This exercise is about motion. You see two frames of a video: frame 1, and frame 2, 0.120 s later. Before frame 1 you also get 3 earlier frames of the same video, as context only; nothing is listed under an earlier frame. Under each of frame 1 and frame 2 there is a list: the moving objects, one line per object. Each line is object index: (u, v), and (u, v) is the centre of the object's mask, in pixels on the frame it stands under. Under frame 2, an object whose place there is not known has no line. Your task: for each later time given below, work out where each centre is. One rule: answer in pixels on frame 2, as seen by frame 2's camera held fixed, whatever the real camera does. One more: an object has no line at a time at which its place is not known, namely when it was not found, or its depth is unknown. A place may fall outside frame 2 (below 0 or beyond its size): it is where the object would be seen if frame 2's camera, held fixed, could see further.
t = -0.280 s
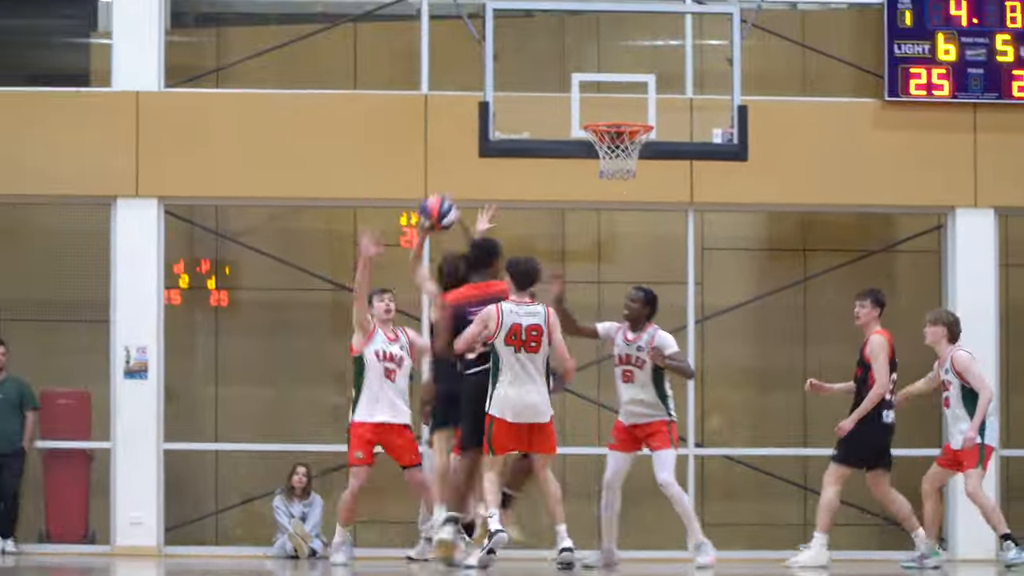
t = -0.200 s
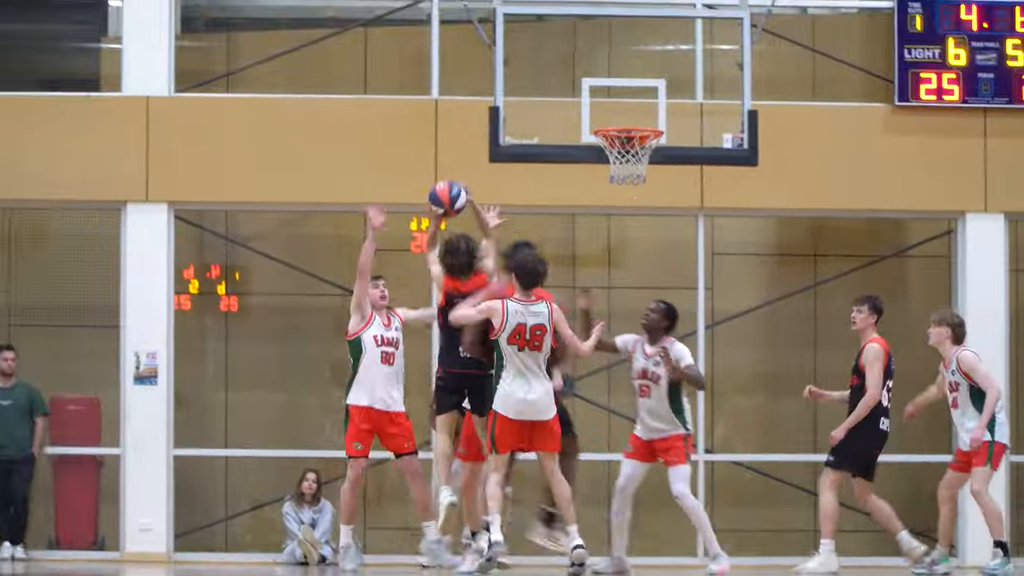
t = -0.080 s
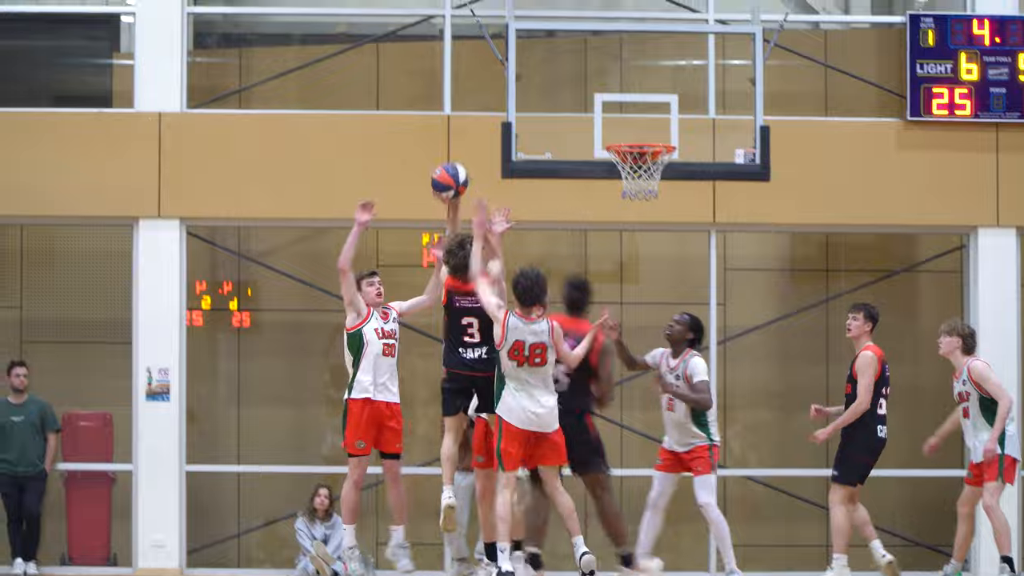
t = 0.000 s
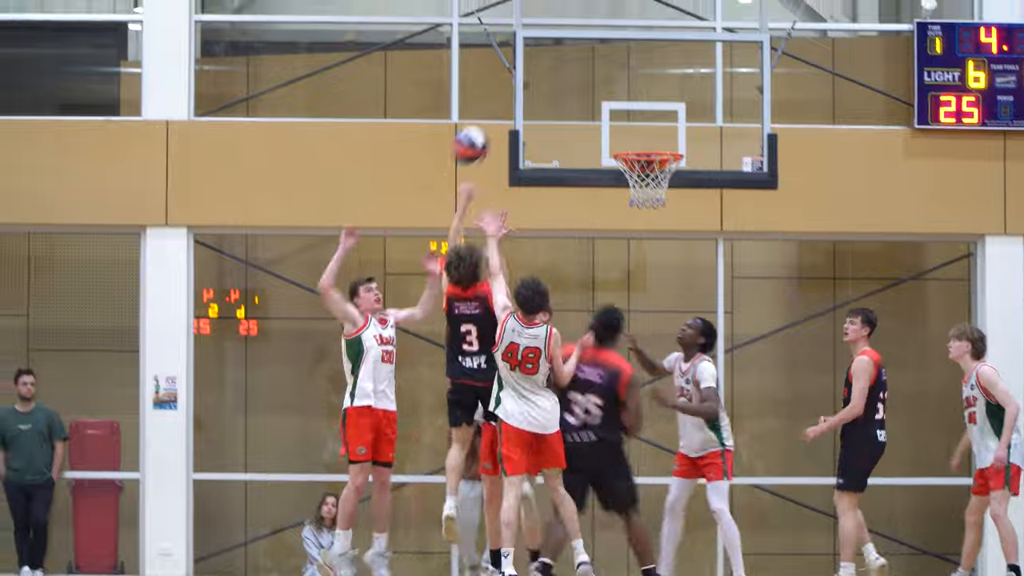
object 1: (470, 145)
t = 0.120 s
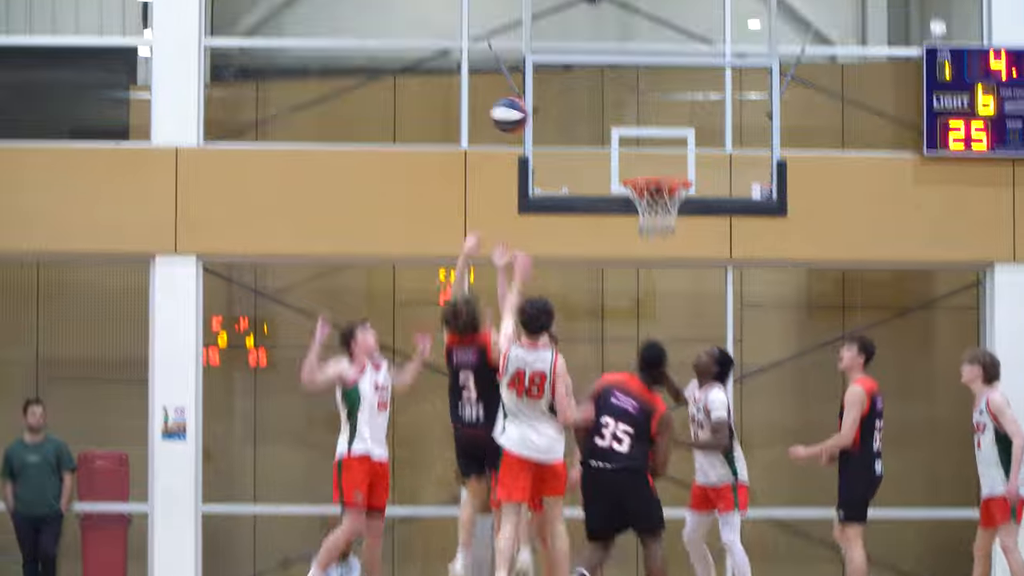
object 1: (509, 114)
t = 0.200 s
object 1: (528, 87)
